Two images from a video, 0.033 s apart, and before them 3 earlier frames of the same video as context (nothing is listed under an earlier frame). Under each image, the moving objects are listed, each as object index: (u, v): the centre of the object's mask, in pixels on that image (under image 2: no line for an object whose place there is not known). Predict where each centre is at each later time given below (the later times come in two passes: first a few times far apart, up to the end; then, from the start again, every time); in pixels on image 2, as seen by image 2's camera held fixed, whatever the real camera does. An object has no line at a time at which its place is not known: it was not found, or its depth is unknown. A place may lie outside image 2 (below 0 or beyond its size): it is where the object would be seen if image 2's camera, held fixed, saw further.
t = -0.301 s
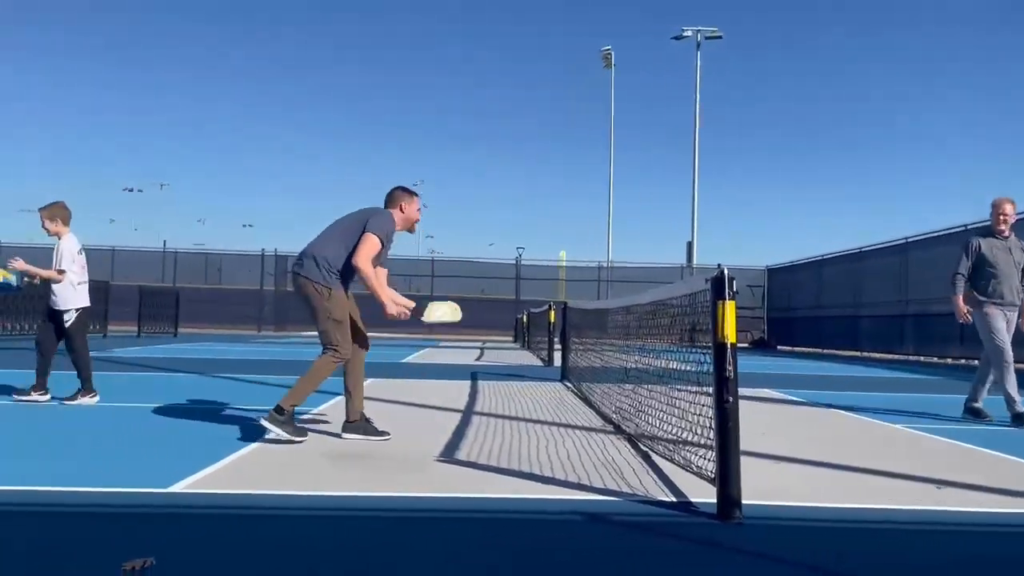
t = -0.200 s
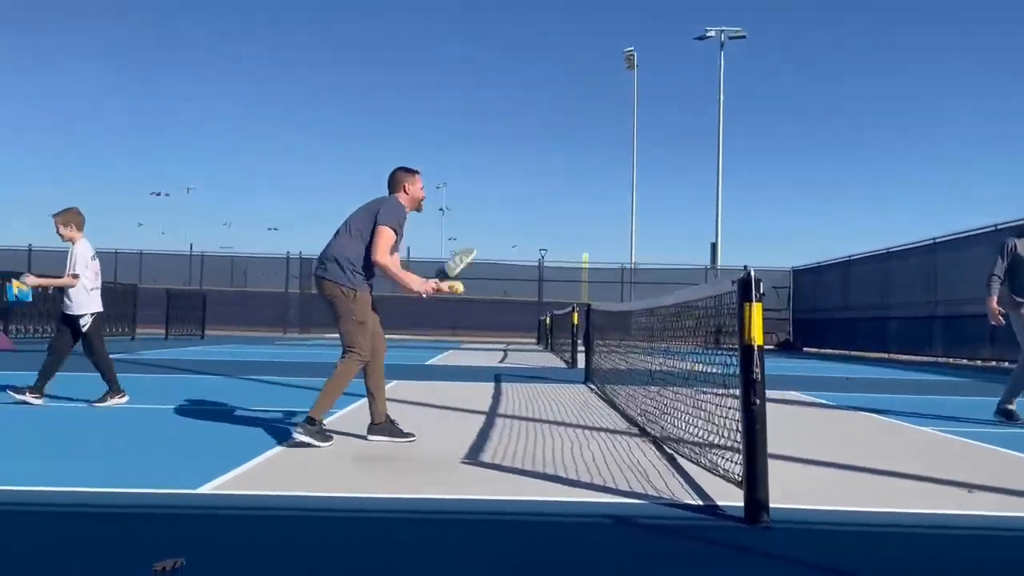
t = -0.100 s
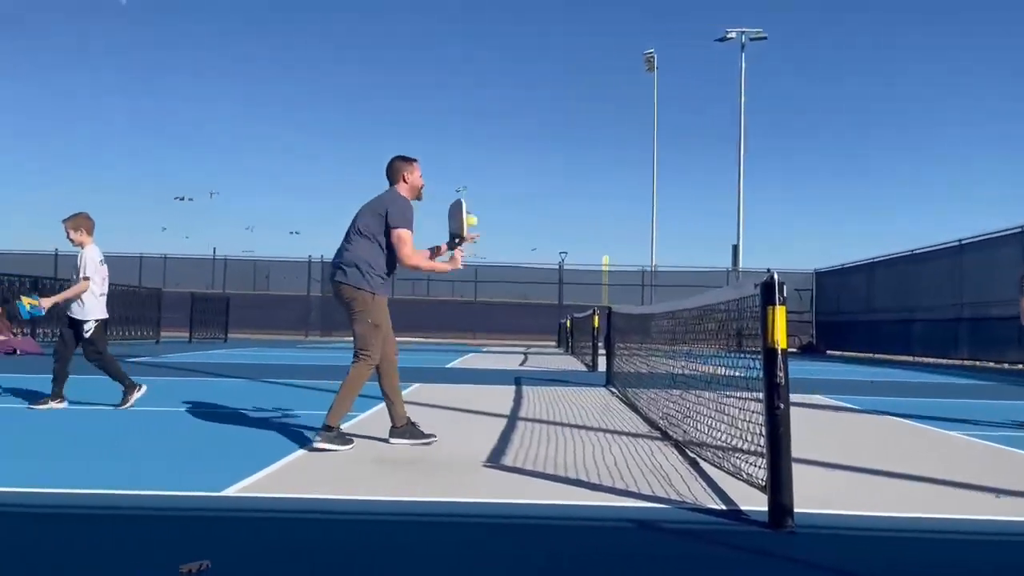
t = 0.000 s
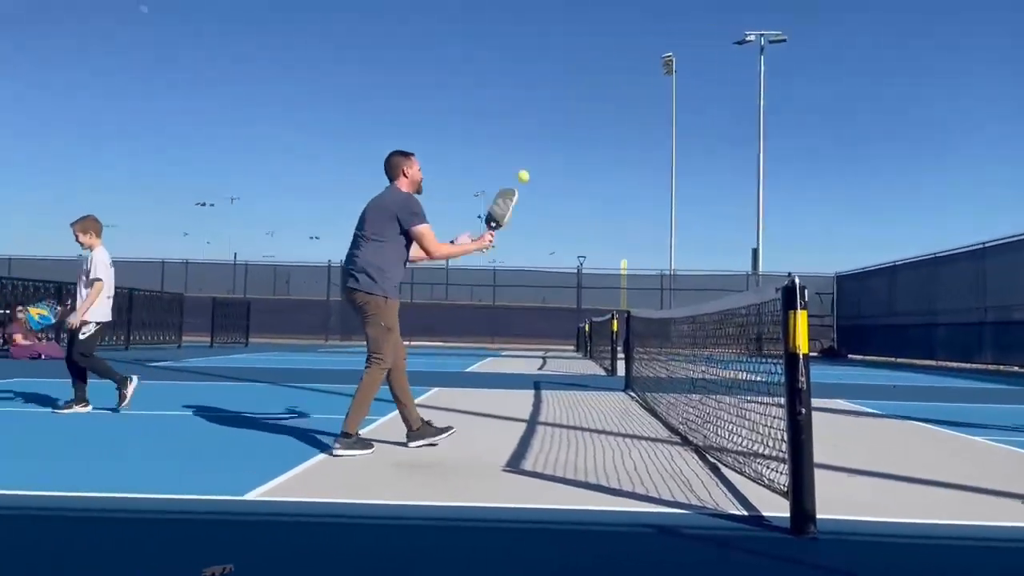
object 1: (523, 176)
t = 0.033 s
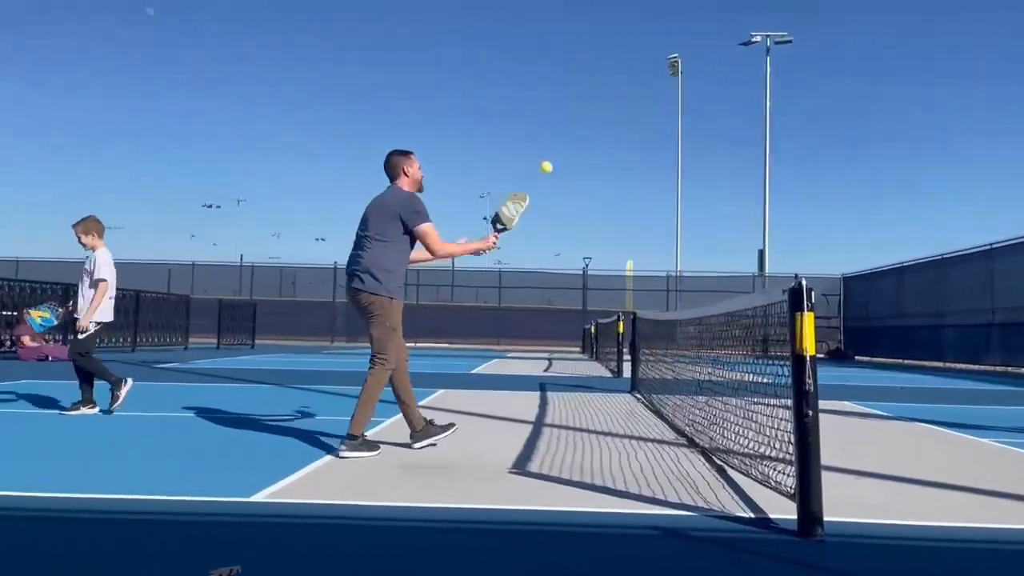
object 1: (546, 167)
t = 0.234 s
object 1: (645, 144)
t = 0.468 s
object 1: (747, 192)
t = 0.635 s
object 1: (813, 269)
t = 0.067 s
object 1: (563, 159)
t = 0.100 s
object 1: (580, 152)
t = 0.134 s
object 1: (597, 148)
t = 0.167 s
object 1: (613, 145)
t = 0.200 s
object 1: (629, 143)
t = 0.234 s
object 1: (645, 144)
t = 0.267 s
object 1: (660, 146)
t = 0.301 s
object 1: (675, 150)
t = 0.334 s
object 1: (690, 155)
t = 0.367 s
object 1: (705, 162)
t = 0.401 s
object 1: (719, 170)
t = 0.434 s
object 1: (733, 180)
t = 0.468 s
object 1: (747, 192)
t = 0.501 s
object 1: (760, 205)
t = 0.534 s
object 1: (774, 219)
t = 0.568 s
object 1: (787, 235)
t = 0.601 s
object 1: (800, 251)
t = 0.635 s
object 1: (813, 269)
